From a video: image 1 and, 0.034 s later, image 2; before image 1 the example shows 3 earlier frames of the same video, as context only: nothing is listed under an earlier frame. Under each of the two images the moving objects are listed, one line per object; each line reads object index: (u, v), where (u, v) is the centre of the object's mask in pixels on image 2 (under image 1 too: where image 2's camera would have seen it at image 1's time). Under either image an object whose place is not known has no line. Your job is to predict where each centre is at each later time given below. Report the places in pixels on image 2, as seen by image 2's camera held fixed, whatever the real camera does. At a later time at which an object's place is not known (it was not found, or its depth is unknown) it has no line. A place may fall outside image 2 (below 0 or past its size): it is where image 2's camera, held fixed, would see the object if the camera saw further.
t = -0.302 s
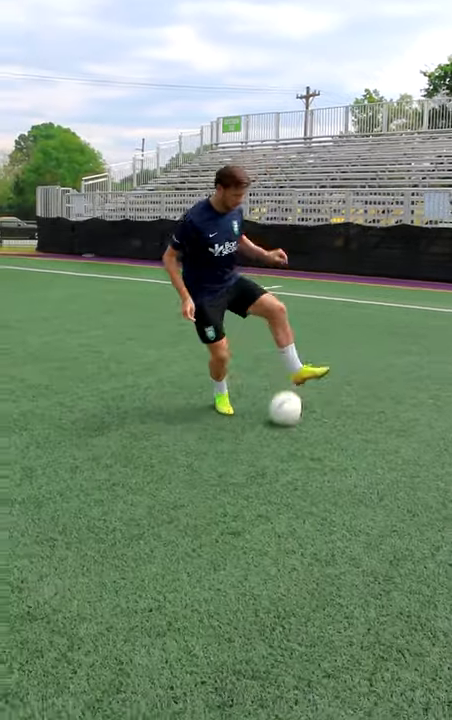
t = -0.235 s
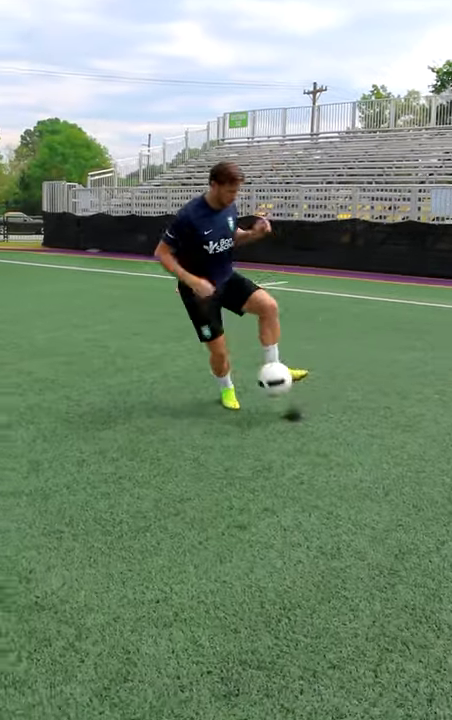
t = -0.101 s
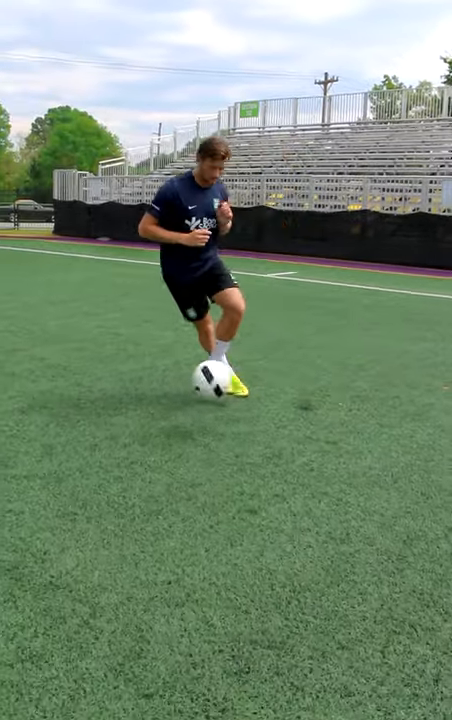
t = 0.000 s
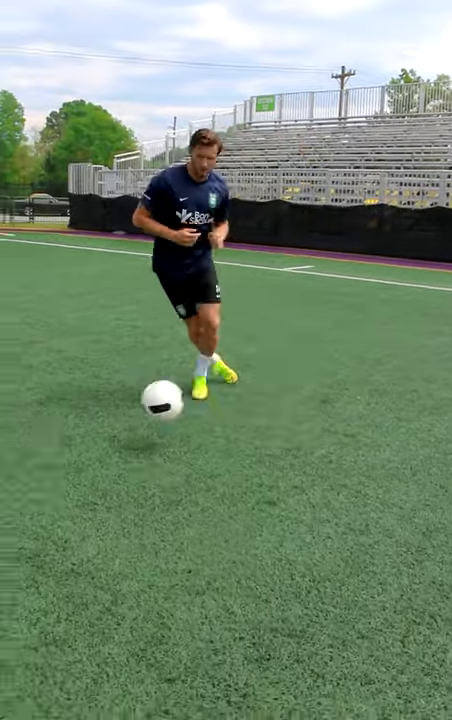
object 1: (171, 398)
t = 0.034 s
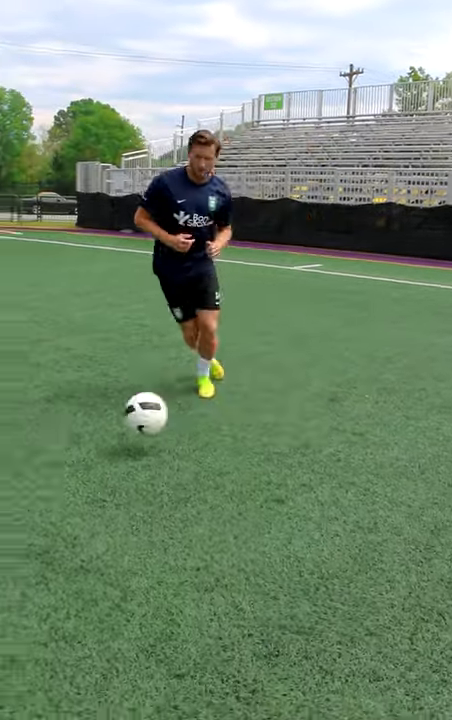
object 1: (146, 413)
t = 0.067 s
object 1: (119, 432)
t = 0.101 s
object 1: (92, 449)
